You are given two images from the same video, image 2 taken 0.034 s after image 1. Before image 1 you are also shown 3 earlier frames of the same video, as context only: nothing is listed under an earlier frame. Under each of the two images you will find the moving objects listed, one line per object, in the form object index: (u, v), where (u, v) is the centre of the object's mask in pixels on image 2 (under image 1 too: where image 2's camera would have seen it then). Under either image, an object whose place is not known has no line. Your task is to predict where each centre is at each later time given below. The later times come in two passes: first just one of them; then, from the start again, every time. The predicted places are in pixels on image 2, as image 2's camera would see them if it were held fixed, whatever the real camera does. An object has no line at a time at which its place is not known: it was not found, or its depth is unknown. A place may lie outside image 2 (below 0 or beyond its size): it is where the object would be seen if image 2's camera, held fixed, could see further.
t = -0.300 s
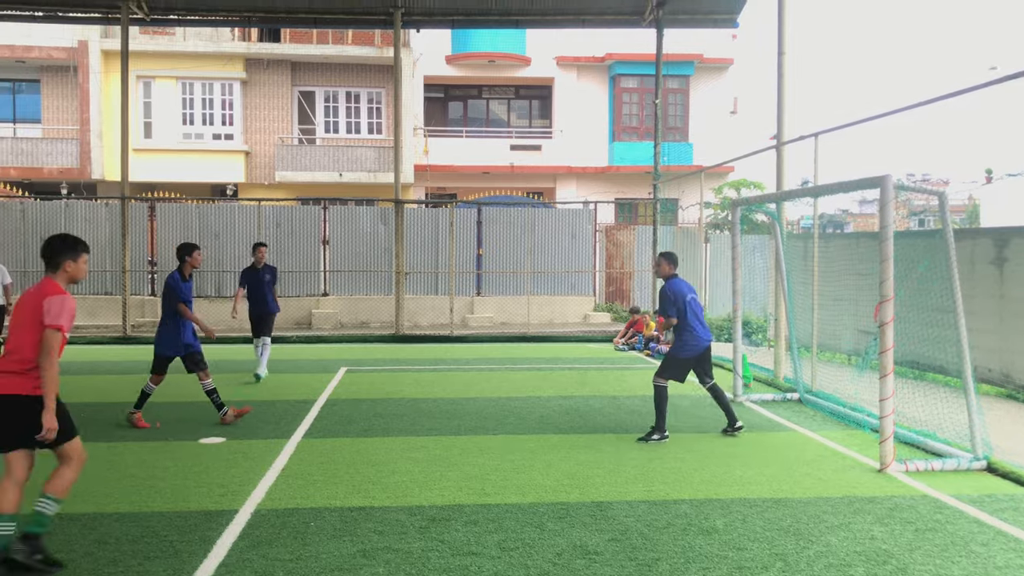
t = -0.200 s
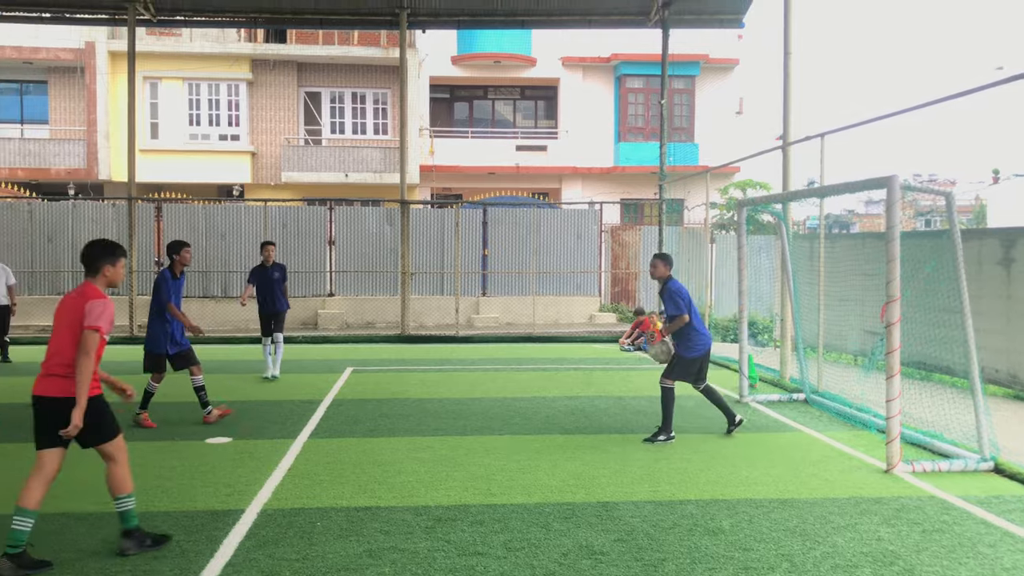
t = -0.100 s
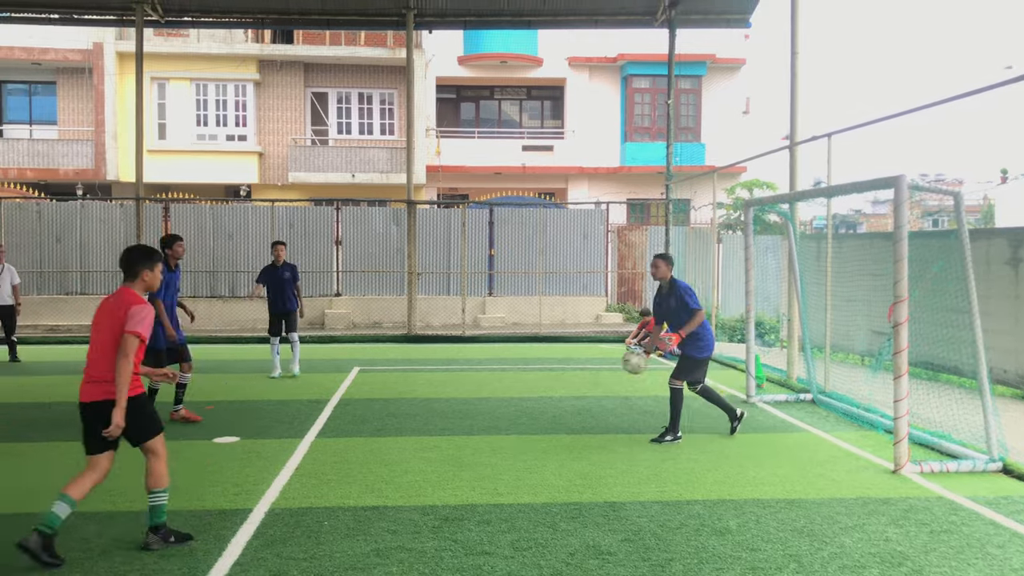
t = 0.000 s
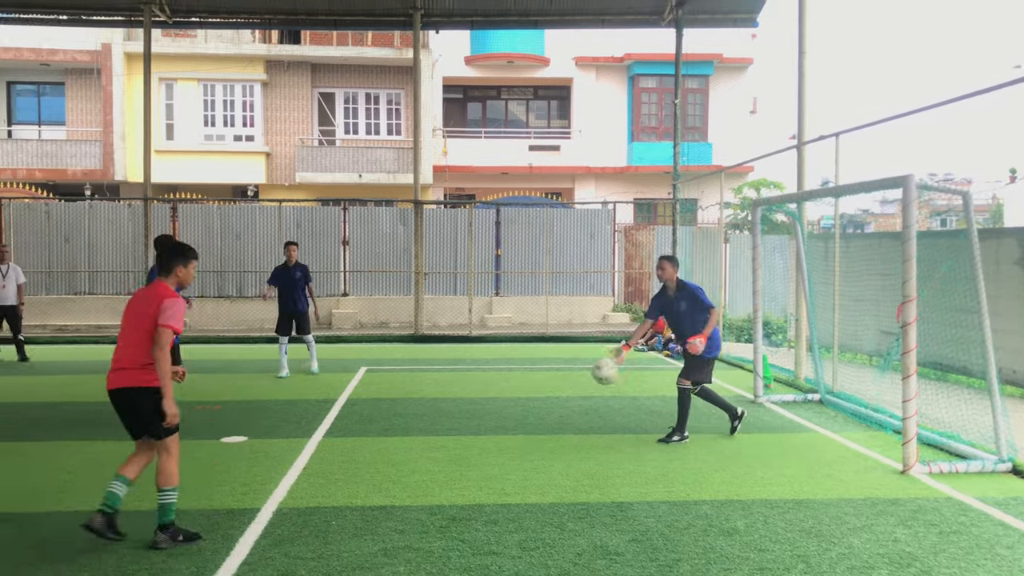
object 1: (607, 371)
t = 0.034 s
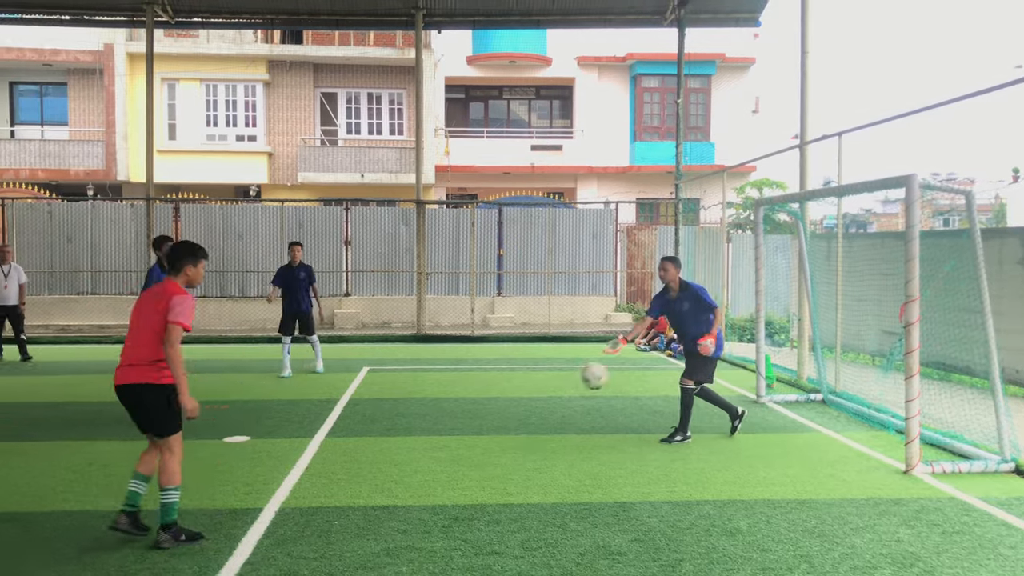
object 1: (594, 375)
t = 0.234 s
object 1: (511, 435)
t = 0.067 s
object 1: (581, 381)
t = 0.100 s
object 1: (568, 389)
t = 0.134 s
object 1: (556, 397)
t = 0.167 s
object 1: (541, 408)
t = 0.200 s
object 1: (526, 421)
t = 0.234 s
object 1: (511, 435)
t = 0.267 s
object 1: (495, 453)
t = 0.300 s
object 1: (481, 457)
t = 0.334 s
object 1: (470, 453)
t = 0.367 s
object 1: (461, 450)
